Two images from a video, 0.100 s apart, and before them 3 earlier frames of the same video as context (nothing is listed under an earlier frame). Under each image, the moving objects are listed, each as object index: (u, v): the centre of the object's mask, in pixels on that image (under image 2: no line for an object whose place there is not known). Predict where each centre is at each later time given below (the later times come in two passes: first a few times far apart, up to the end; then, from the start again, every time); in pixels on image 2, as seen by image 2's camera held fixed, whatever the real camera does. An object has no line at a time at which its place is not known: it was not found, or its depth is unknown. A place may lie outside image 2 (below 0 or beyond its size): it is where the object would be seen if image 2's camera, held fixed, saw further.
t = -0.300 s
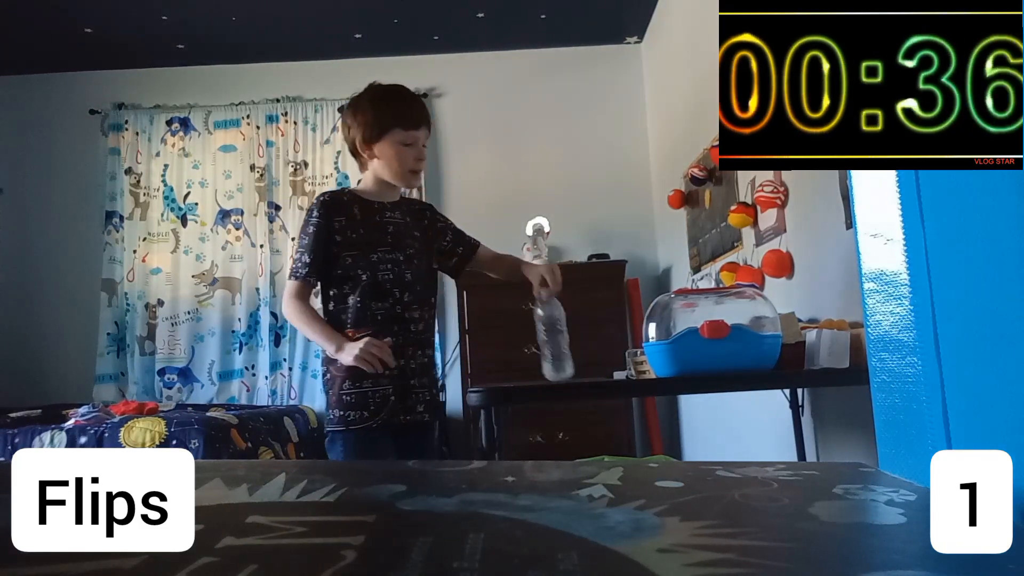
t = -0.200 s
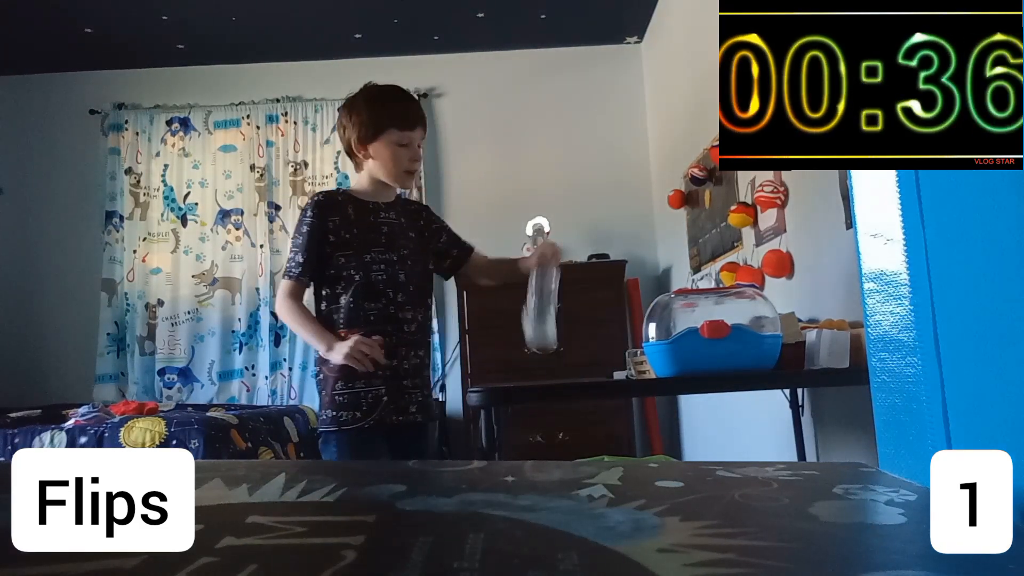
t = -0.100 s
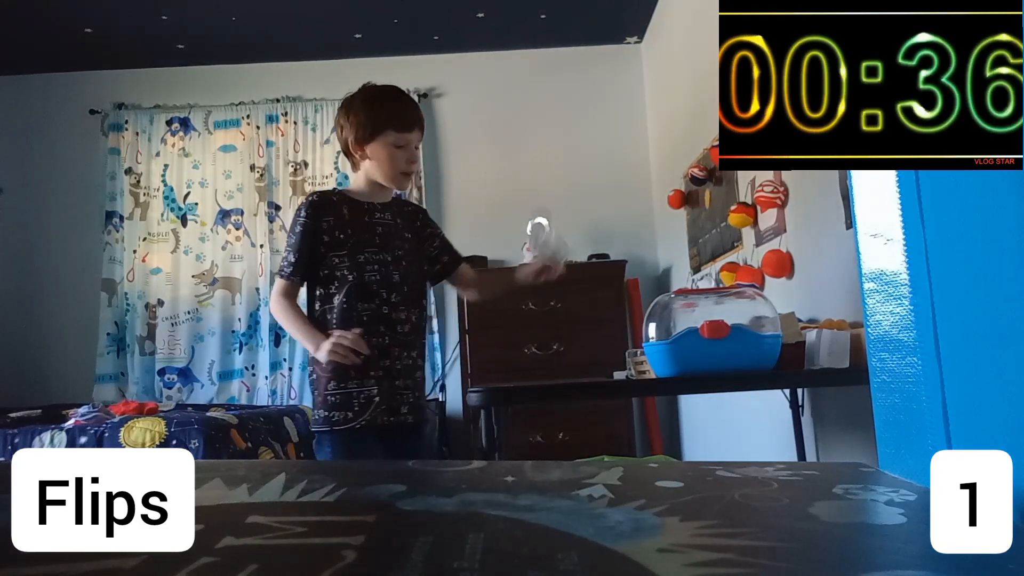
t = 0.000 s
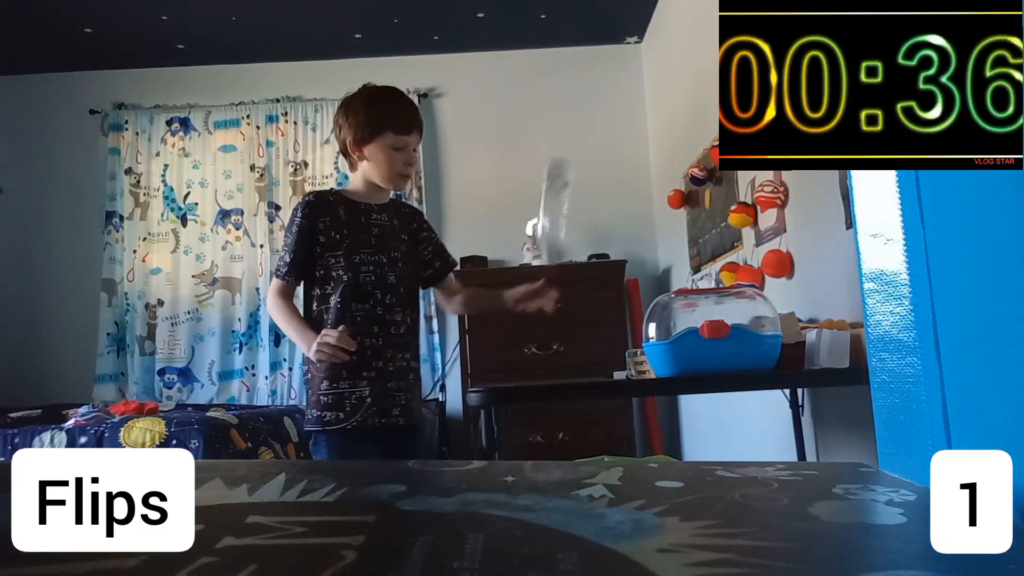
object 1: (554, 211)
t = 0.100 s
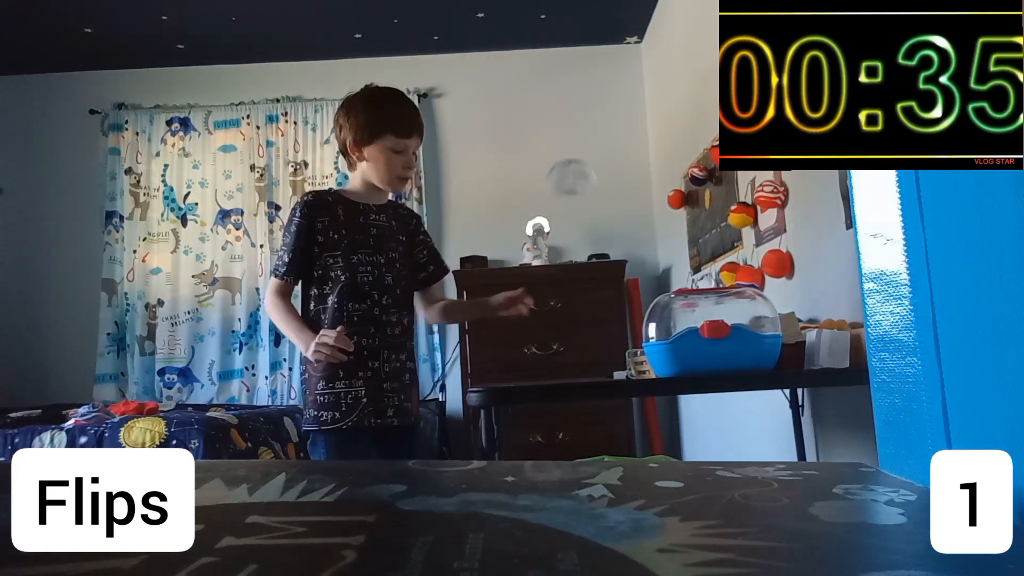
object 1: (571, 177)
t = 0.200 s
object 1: (597, 211)
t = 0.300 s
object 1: (622, 316)
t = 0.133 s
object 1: (580, 183)
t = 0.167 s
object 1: (587, 192)
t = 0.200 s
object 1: (597, 211)
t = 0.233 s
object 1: (606, 244)
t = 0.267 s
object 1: (614, 279)
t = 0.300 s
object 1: (622, 316)
